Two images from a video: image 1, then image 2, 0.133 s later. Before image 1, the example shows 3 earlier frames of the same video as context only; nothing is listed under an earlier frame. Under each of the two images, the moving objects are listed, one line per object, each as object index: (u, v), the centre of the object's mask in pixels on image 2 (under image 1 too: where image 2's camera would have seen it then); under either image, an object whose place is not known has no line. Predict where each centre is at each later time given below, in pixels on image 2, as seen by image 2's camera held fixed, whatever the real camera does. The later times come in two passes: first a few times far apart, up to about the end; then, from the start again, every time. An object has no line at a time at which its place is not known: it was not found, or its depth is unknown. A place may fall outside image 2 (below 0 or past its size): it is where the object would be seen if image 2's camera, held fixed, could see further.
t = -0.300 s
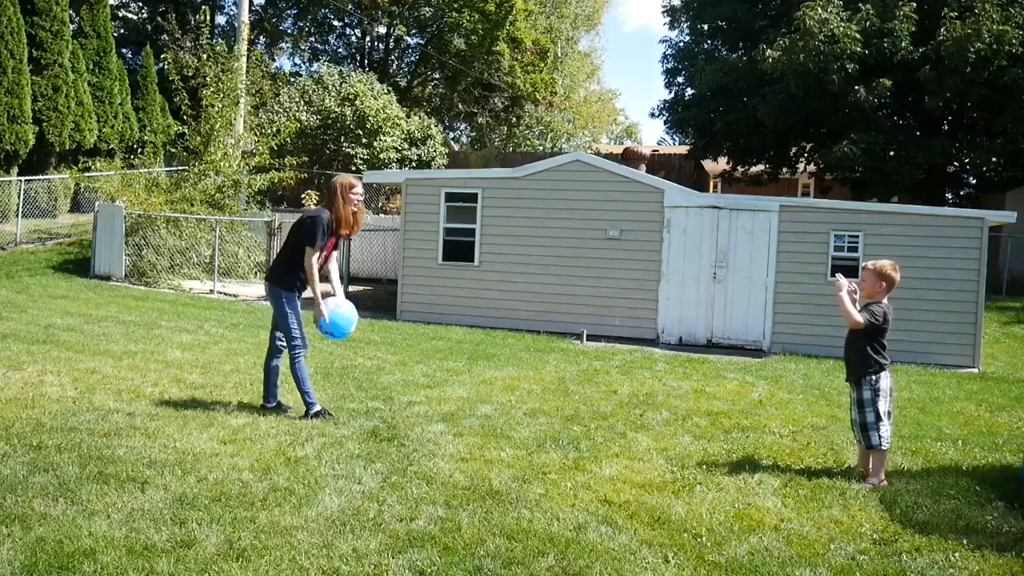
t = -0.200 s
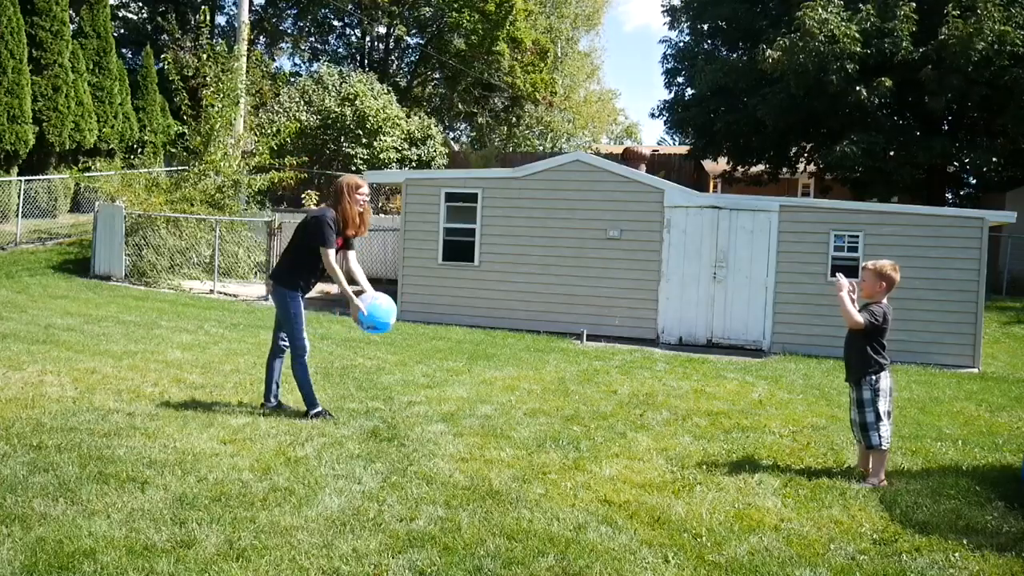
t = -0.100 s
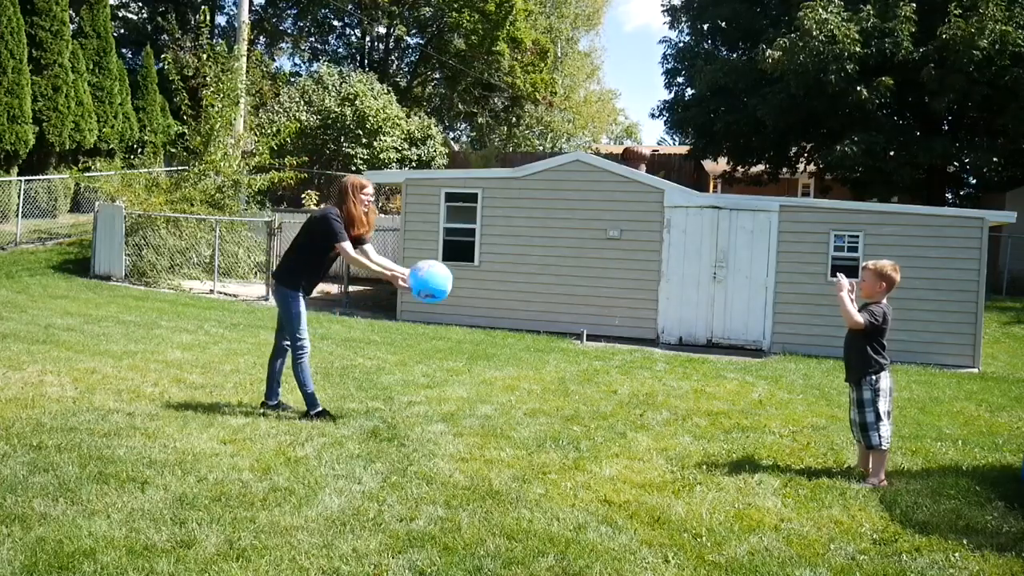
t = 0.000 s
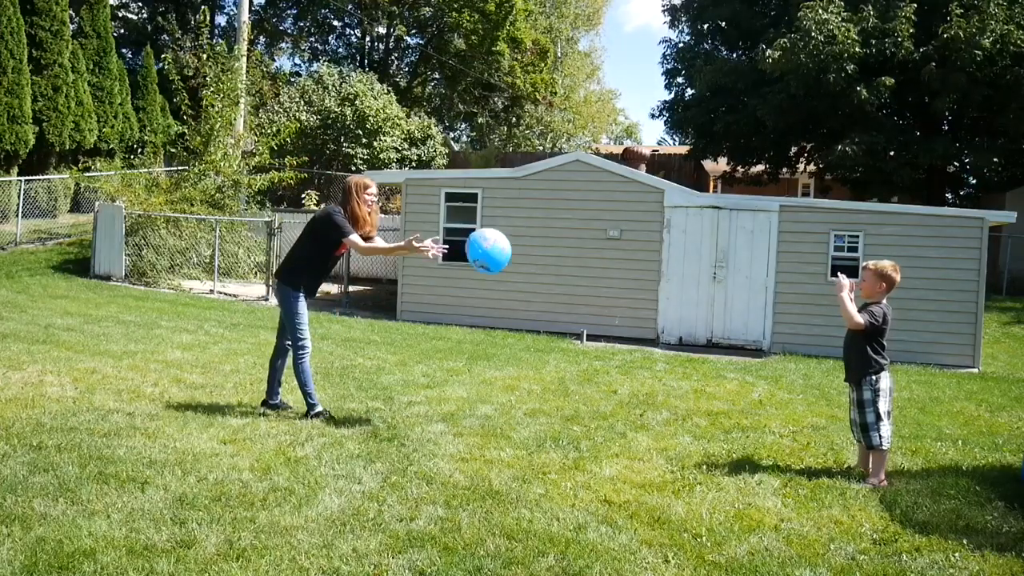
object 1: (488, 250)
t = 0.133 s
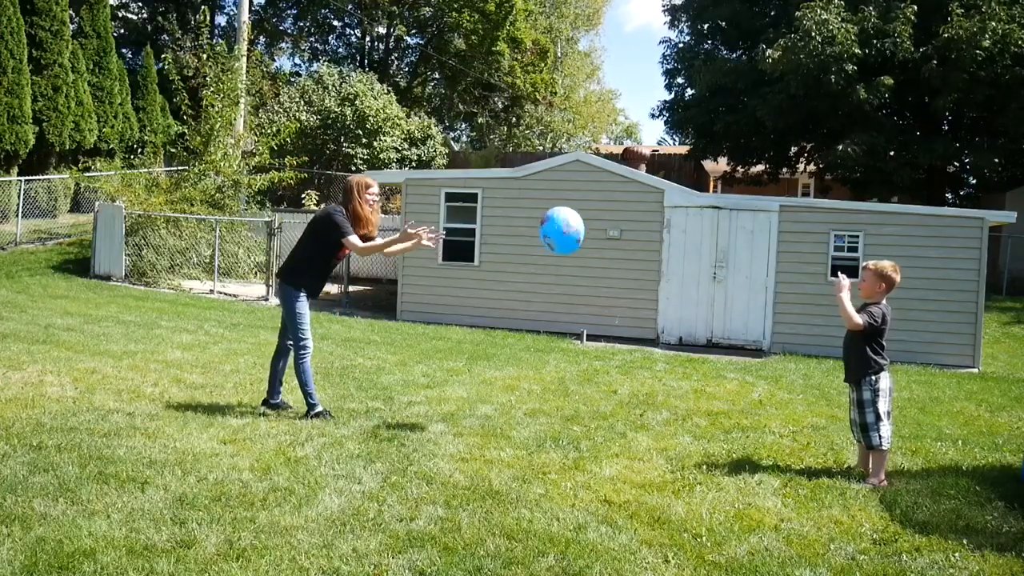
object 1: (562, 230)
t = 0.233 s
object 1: (613, 232)
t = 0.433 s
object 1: (713, 280)
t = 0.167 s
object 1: (579, 229)
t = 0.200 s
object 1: (596, 230)
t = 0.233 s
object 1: (613, 232)
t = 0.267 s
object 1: (630, 236)
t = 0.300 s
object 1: (647, 242)
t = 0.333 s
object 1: (663, 249)
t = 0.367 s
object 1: (680, 258)
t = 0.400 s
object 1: (697, 268)
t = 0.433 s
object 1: (713, 280)
